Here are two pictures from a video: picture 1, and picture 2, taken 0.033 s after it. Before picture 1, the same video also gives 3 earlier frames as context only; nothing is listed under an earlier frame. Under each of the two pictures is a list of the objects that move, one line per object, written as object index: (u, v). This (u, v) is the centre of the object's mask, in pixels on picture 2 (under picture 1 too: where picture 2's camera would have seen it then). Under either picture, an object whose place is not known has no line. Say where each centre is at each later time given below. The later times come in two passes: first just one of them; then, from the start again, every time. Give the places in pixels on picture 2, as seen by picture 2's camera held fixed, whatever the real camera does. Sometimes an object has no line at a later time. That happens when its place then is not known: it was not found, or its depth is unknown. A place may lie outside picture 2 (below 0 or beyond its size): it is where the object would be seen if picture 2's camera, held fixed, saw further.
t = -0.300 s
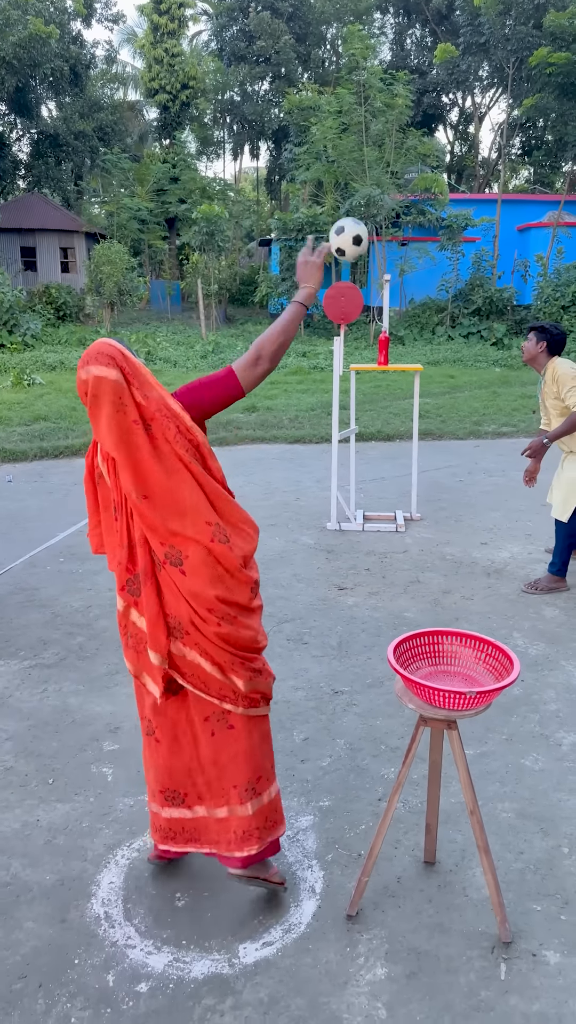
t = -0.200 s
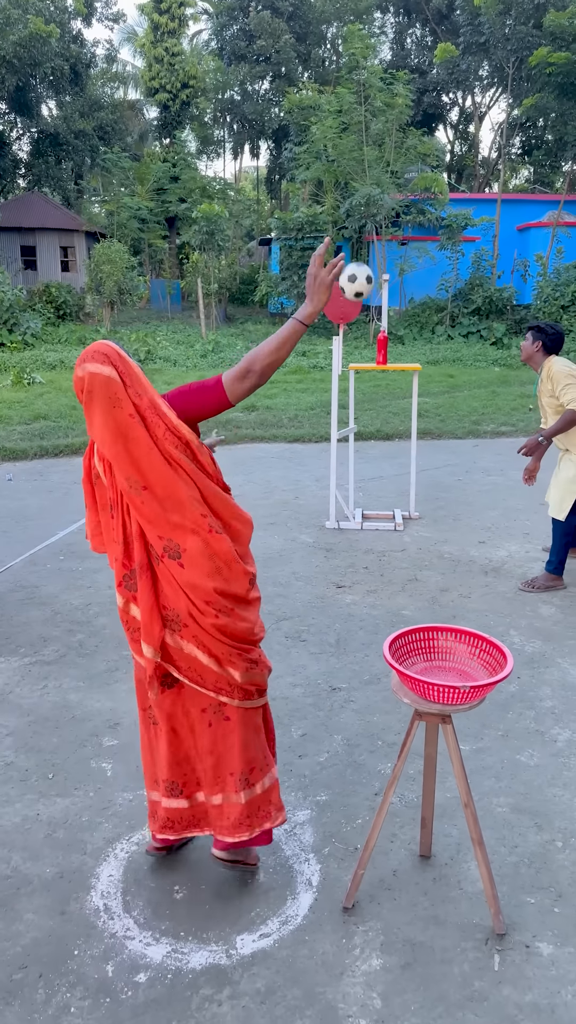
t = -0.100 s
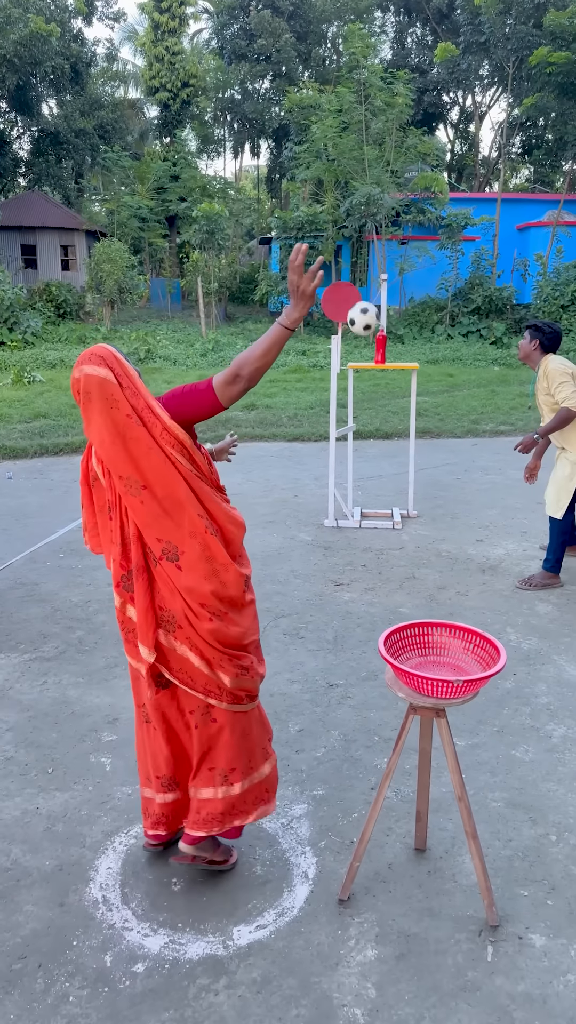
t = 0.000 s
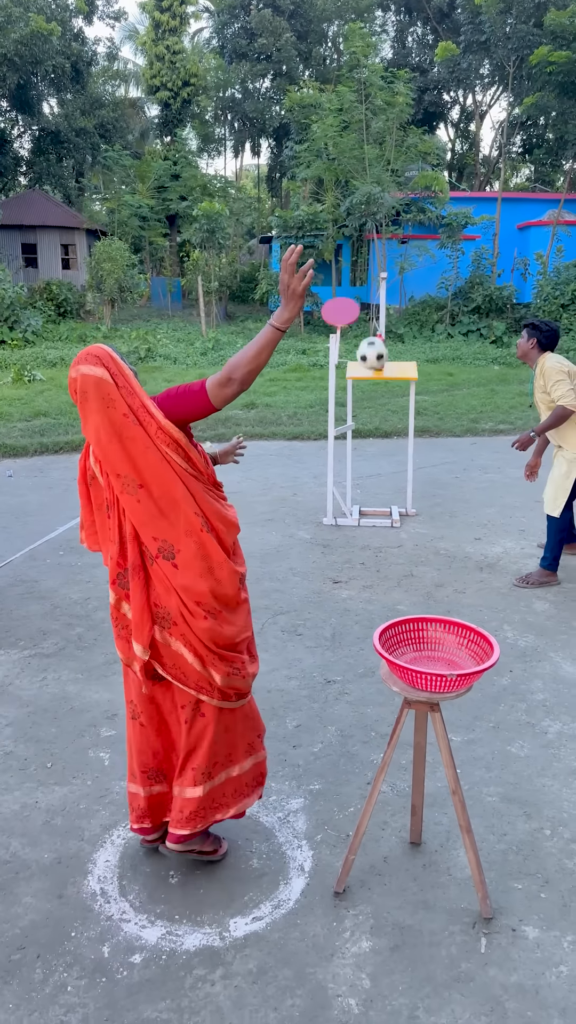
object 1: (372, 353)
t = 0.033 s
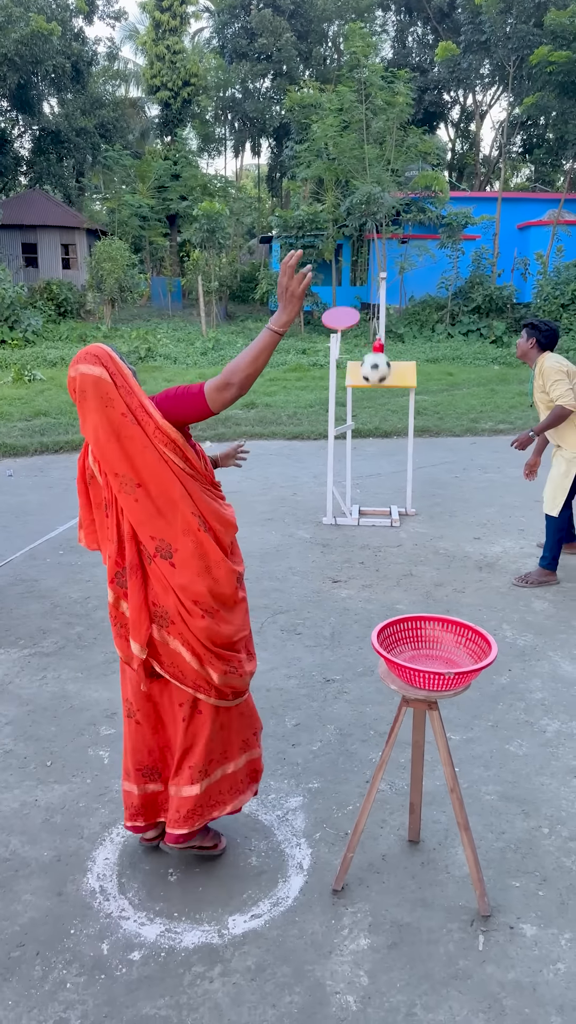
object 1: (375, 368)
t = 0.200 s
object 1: (389, 464)
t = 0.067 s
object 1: (378, 385)
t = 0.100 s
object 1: (381, 403)
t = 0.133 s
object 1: (384, 423)
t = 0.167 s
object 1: (387, 443)
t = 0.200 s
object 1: (389, 464)
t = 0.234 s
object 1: (392, 487)
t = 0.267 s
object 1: (395, 511)
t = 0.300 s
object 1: (397, 509)
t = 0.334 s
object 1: (401, 491)
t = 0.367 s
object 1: (406, 476)
